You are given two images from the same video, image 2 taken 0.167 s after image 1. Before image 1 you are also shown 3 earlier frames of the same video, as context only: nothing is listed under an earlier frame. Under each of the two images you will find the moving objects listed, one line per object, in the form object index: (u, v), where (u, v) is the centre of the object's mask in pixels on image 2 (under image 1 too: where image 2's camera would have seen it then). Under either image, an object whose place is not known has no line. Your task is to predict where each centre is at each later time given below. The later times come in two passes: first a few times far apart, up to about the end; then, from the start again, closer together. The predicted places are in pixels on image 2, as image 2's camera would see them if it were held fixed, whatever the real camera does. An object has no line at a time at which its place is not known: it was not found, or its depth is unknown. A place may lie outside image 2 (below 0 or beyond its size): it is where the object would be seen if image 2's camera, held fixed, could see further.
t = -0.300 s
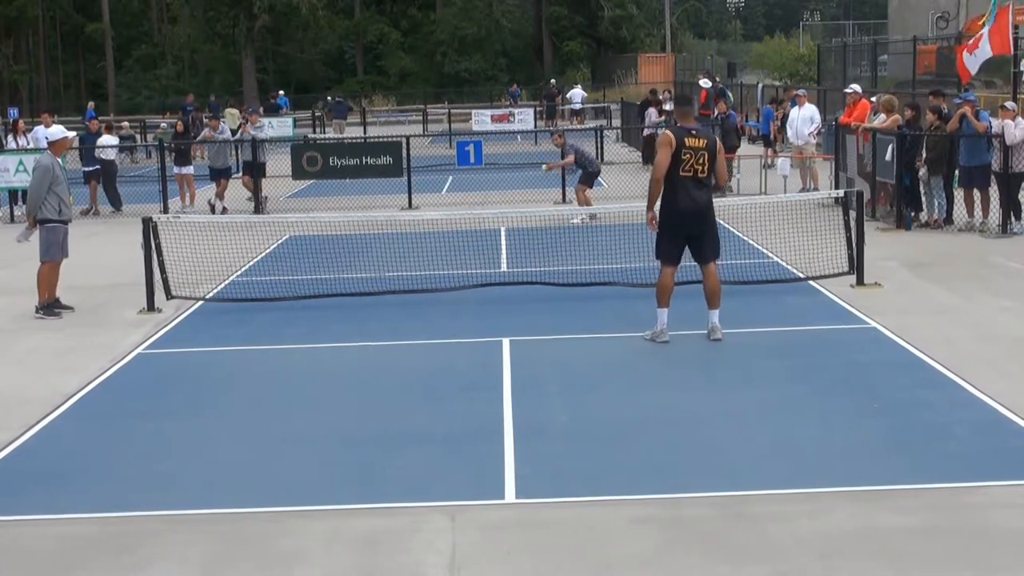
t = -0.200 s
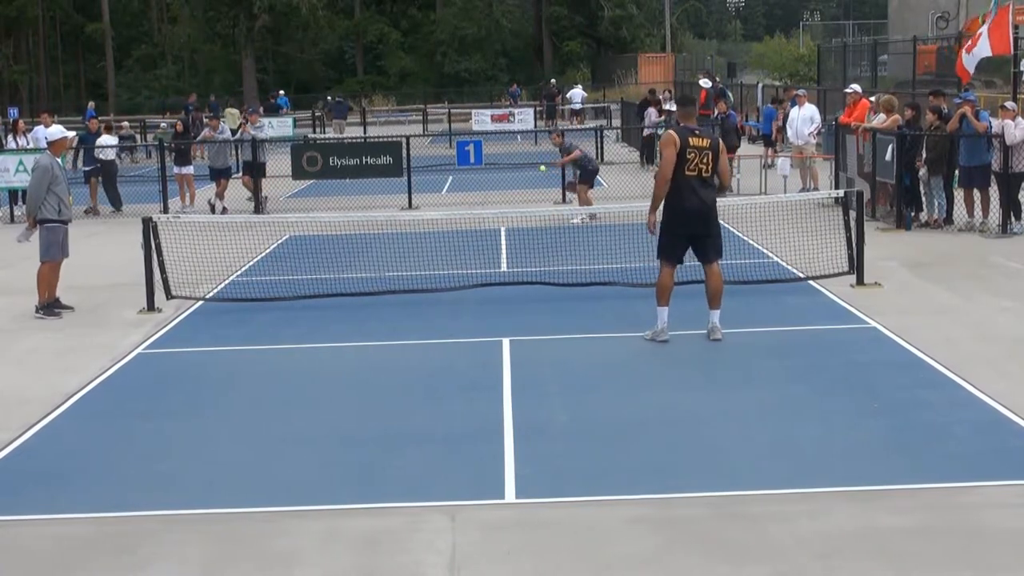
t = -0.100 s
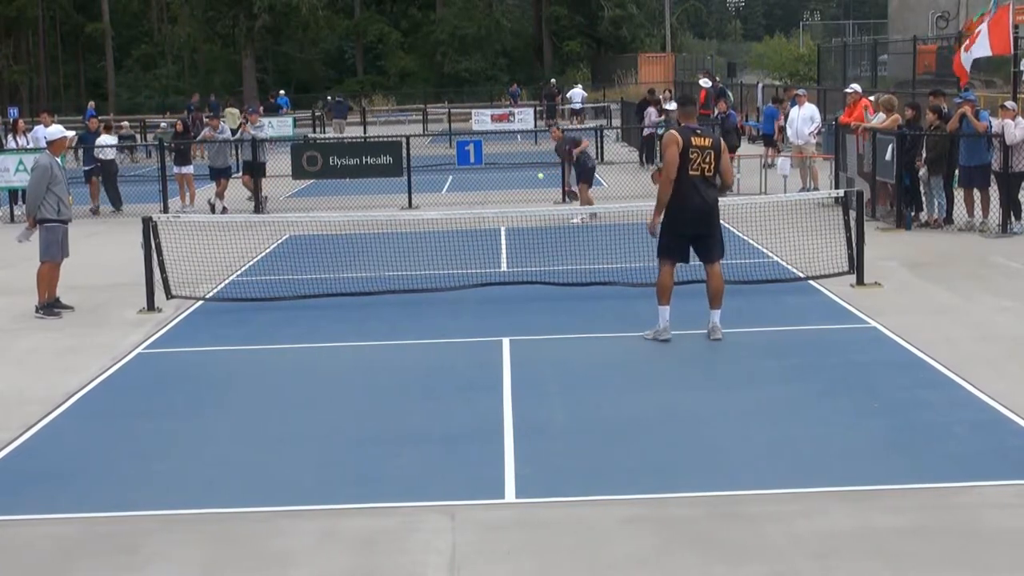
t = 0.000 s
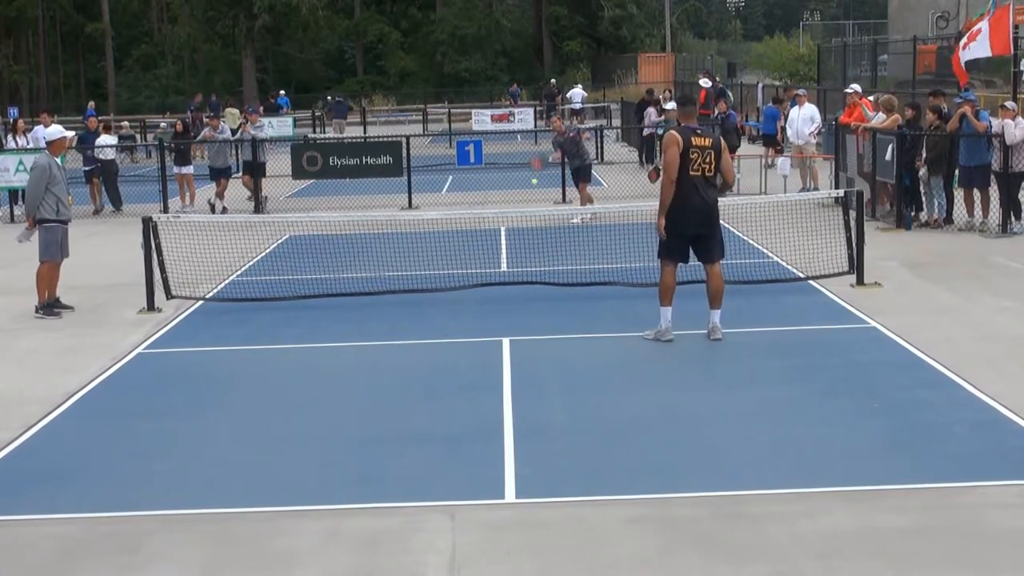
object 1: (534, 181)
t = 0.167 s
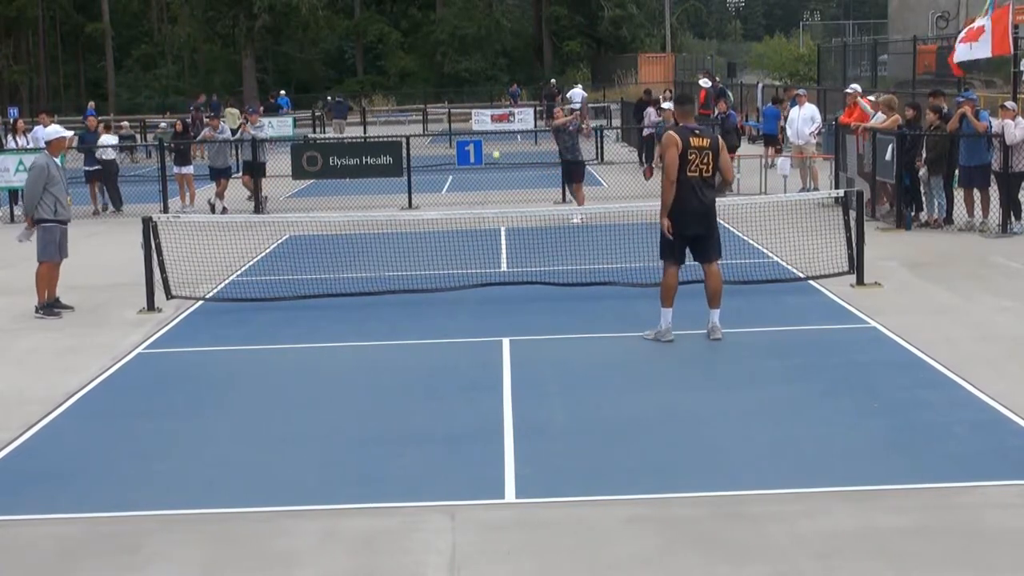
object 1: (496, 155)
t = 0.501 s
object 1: (410, 208)
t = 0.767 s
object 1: (322, 386)
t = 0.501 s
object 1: (410, 208)
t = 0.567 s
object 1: (389, 243)
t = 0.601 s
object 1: (379, 264)
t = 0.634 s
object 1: (368, 289)
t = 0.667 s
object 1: (357, 316)
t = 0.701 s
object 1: (346, 348)
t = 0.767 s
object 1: (322, 386)
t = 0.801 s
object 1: (310, 378)
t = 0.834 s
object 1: (298, 372)
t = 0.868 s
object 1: (285, 368)
